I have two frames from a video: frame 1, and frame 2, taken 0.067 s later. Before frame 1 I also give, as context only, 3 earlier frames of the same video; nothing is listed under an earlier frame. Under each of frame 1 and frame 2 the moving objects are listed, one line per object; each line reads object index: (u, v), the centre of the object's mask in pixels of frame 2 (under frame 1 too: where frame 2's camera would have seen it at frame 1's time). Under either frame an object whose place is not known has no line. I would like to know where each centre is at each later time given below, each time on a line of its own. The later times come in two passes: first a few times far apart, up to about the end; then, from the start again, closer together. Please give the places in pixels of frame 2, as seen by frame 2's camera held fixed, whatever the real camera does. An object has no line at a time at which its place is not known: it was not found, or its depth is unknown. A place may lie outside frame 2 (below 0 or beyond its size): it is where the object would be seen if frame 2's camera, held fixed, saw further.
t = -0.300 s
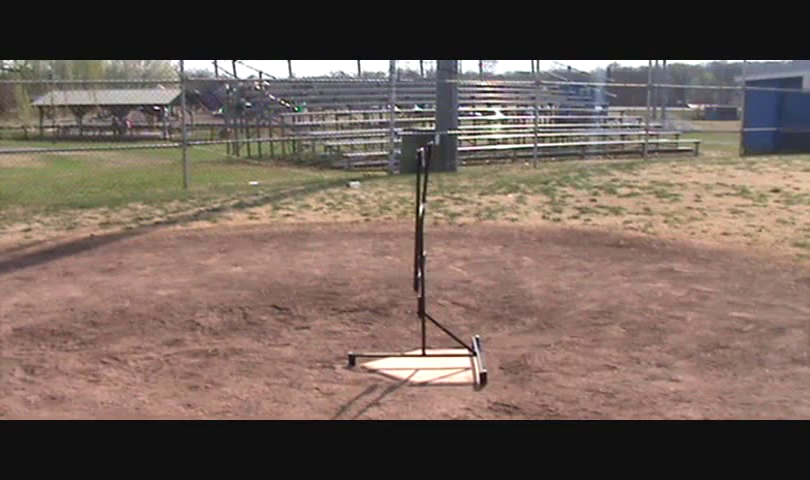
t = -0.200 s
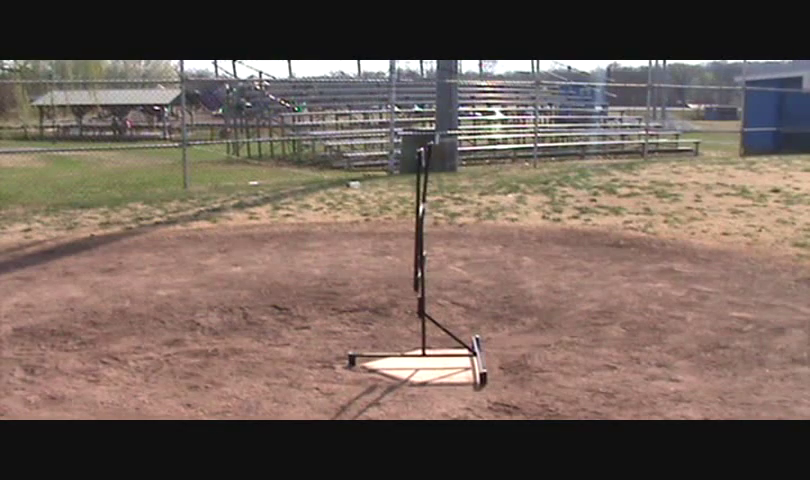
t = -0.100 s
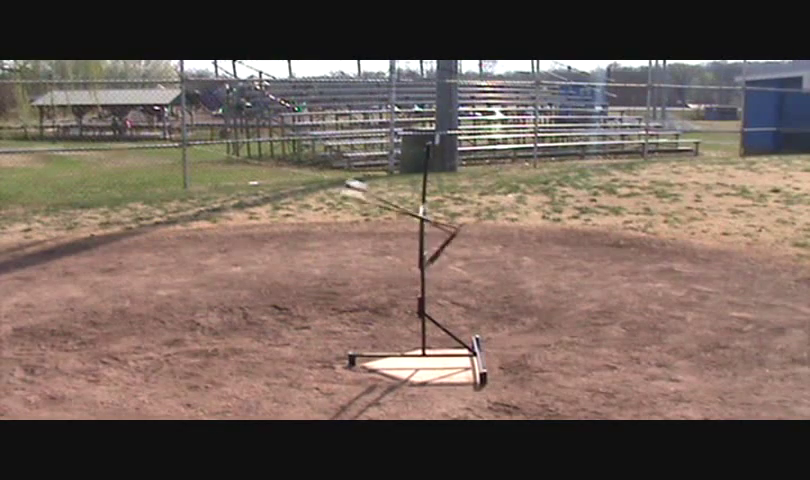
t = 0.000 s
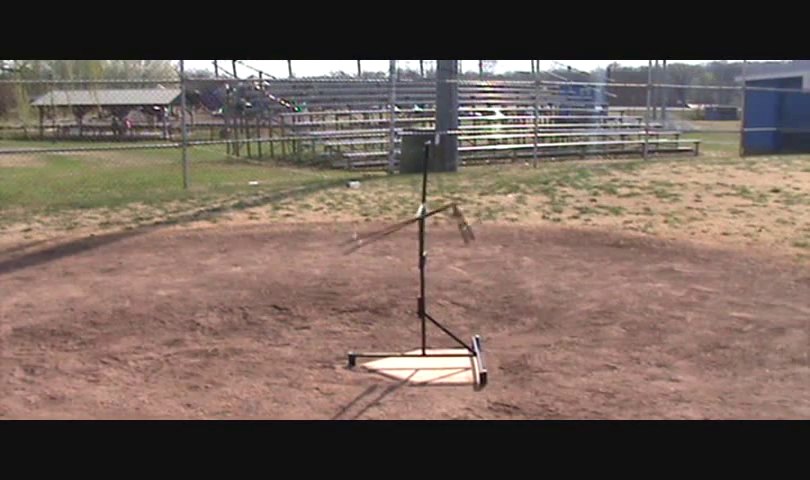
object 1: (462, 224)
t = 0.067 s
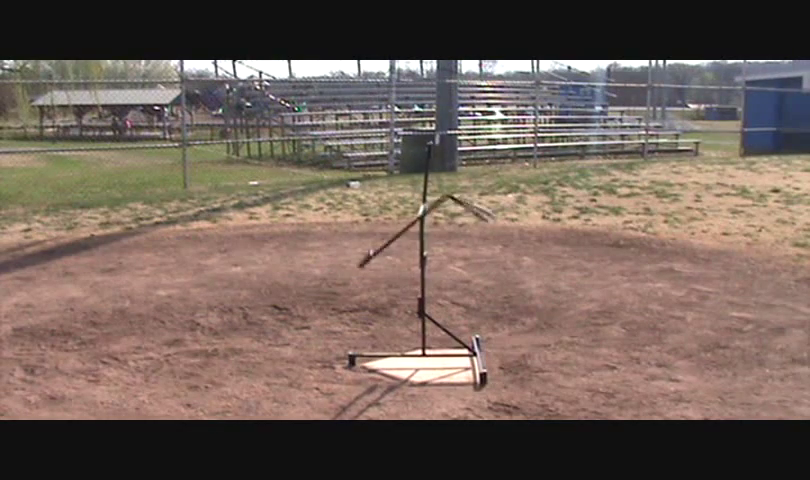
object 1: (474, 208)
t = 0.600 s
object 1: (451, 226)
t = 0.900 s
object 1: (458, 257)
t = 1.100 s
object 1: (416, 275)
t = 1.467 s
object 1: (372, 246)
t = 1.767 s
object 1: (381, 241)
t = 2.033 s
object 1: (379, 260)
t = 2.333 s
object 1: (432, 273)
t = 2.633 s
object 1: (456, 262)
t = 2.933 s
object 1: (455, 259)
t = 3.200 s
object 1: (453, 274)
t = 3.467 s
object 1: (397, 282)
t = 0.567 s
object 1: (447, 223)
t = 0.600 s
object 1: (451, 226)
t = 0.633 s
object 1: (454, 229)
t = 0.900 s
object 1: (458, 257)
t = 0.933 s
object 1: (454, 262)
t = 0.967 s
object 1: (448, 263)
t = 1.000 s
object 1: (441, 263)
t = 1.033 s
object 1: (436, 269)
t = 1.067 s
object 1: (429, 281)
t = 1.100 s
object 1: (416, 275)
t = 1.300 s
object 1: (378, 260)
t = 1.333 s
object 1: (375, 256)
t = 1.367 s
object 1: (373, 254)
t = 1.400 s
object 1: (372, 251)
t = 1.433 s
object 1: (372, 248)
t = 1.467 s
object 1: (372, 246)
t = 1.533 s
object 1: (374, 241)
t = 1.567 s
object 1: (375, 240)
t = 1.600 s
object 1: (377, 239)
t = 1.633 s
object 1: (378, 239)
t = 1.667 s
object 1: (379, 239)
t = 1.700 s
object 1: (380, 238)
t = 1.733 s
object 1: (381, 239)
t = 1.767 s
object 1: (381, 241)
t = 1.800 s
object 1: (381, 242)
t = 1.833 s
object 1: (381, 243)
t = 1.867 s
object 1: (380, 246)
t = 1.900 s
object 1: (379, 248)
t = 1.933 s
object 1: (379, 251)
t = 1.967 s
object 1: (378, 254)
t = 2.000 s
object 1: (378, 257)
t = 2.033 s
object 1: (379, 260)
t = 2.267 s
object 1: (415, 277)
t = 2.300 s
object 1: (428, 280)
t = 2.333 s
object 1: (432, 273)
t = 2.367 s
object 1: (442, 280)
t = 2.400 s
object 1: (449, 278)
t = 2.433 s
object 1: (454, 275)
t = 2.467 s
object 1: (457, 273)
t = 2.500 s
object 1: (459, 272)
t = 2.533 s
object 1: (459, 270)
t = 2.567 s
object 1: (456, 260)
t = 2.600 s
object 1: (456, 257)
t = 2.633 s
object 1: (456, 262)
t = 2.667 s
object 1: (454, 261)
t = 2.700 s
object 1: (453, 260)
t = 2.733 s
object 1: (452, 258)
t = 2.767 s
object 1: (451, 257)
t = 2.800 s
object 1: (451, 257)
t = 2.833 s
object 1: (451, 257)
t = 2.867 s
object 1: (452, 257)
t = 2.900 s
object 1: (453, 258)
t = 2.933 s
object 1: (455, 259)
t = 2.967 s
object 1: (457, 261)
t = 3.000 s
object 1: (458, 262)
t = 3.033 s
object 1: (459, 264)
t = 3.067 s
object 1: (460, 267)
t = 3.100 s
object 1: (460, 269)
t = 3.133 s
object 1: (459, 270)
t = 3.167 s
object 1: (457, 272)
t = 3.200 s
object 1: (453, 274)
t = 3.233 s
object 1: (449, 275)
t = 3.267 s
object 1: (443, 278)
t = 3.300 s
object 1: (436, 280)
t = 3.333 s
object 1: (429, 281)
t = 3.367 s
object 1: (419, 280)
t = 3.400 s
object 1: (411, 279)
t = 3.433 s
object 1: (404, 279)
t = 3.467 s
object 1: (397, 282)
